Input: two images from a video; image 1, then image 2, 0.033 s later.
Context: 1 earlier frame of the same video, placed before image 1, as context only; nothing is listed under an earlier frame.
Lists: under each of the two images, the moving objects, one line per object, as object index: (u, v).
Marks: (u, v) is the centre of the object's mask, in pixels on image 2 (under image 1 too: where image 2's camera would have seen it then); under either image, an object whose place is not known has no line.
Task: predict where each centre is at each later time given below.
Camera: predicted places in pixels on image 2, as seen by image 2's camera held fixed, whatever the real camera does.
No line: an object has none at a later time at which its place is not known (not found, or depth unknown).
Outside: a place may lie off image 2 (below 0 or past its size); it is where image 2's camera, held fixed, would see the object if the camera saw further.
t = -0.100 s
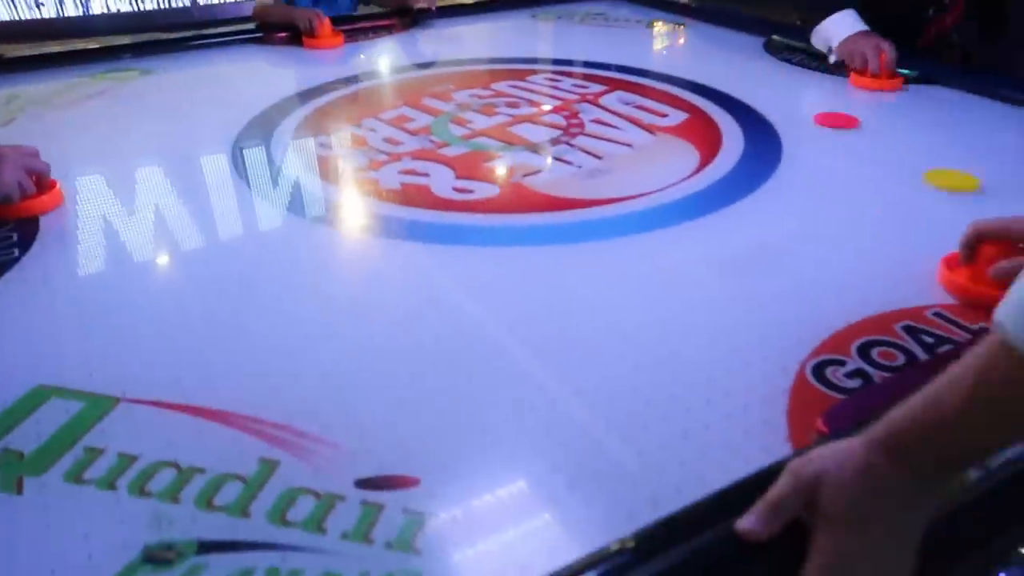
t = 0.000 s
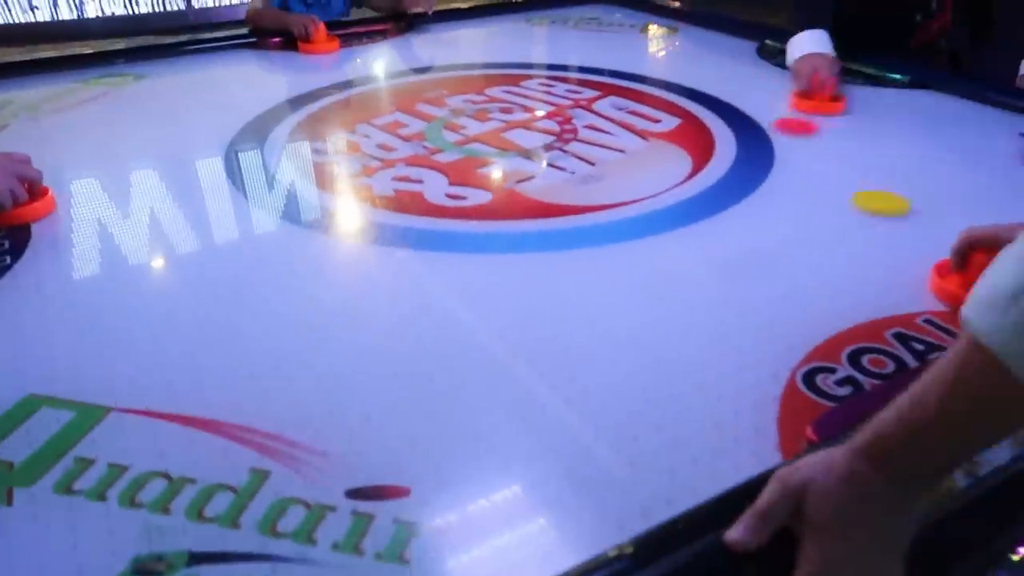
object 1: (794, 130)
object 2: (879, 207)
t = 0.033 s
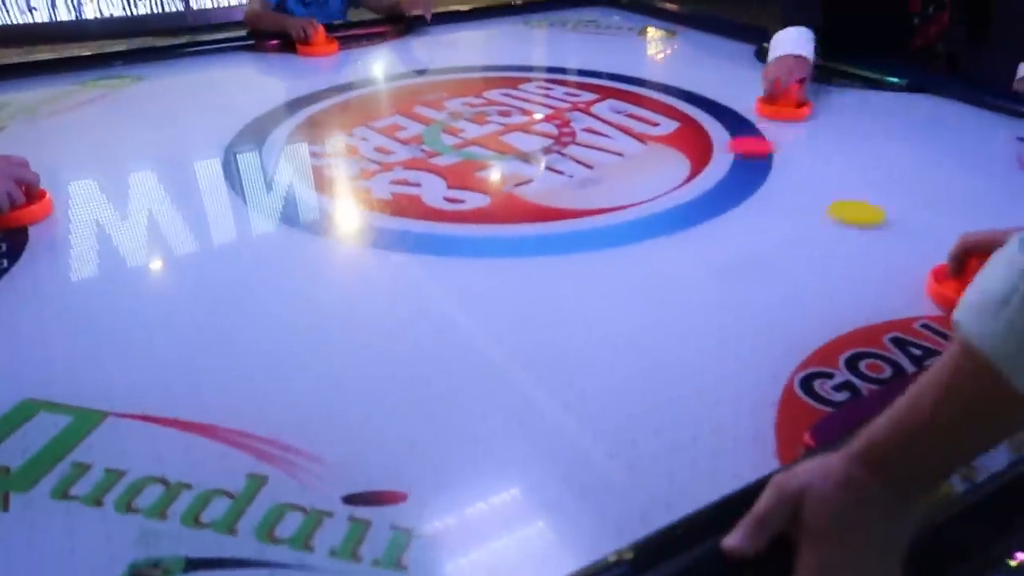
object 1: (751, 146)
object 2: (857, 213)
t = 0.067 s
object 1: (703, 166)
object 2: (834, 219)
